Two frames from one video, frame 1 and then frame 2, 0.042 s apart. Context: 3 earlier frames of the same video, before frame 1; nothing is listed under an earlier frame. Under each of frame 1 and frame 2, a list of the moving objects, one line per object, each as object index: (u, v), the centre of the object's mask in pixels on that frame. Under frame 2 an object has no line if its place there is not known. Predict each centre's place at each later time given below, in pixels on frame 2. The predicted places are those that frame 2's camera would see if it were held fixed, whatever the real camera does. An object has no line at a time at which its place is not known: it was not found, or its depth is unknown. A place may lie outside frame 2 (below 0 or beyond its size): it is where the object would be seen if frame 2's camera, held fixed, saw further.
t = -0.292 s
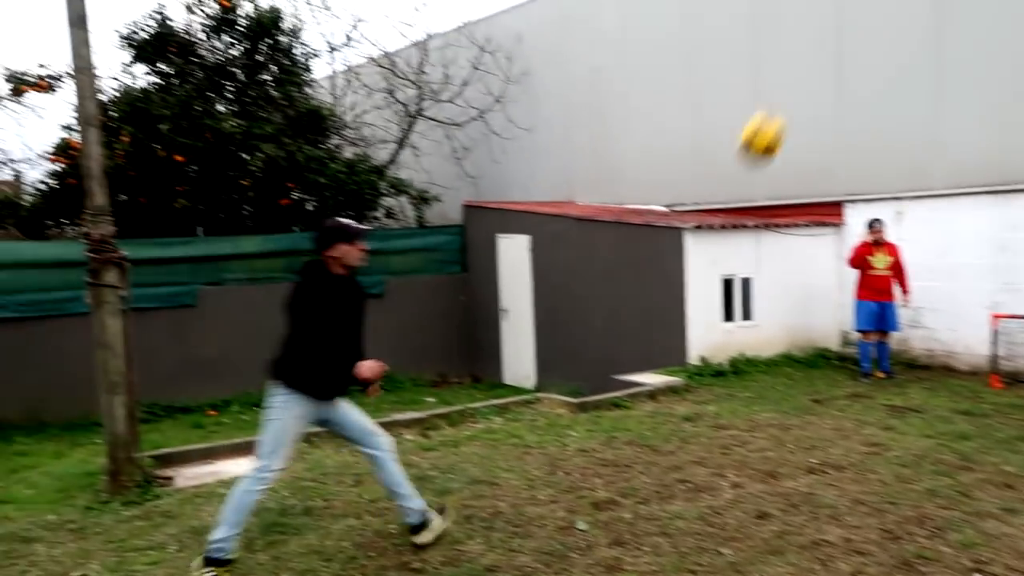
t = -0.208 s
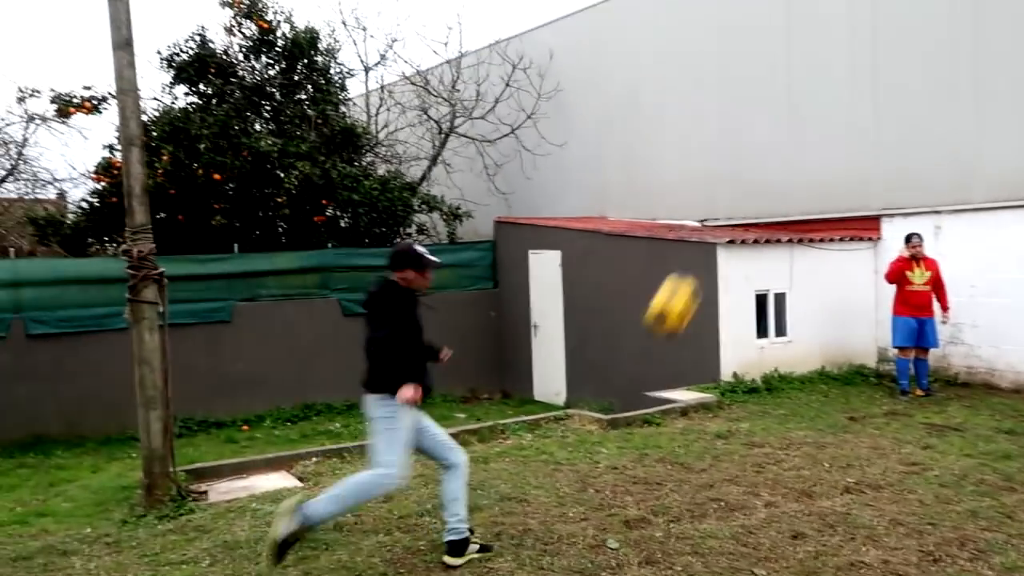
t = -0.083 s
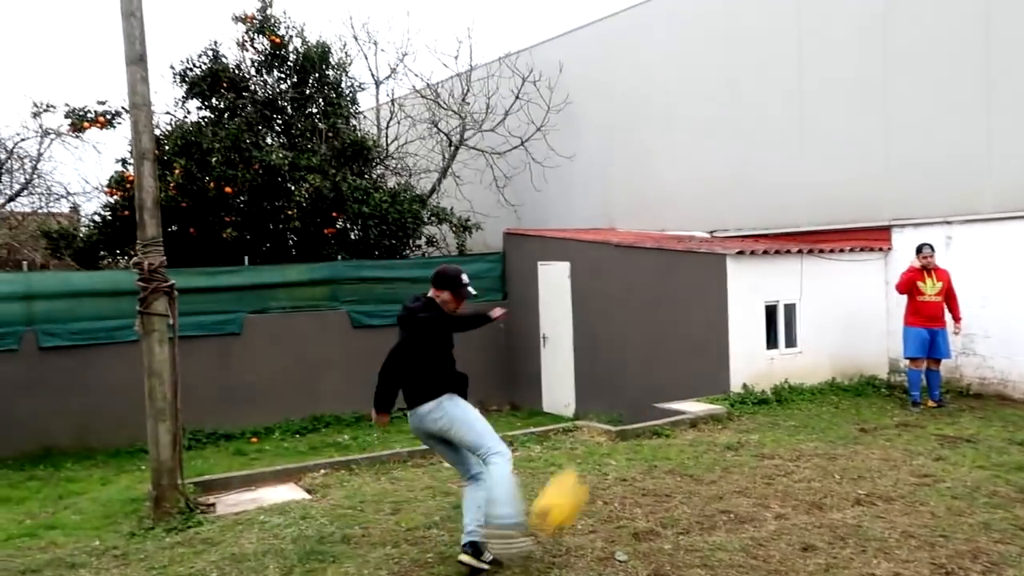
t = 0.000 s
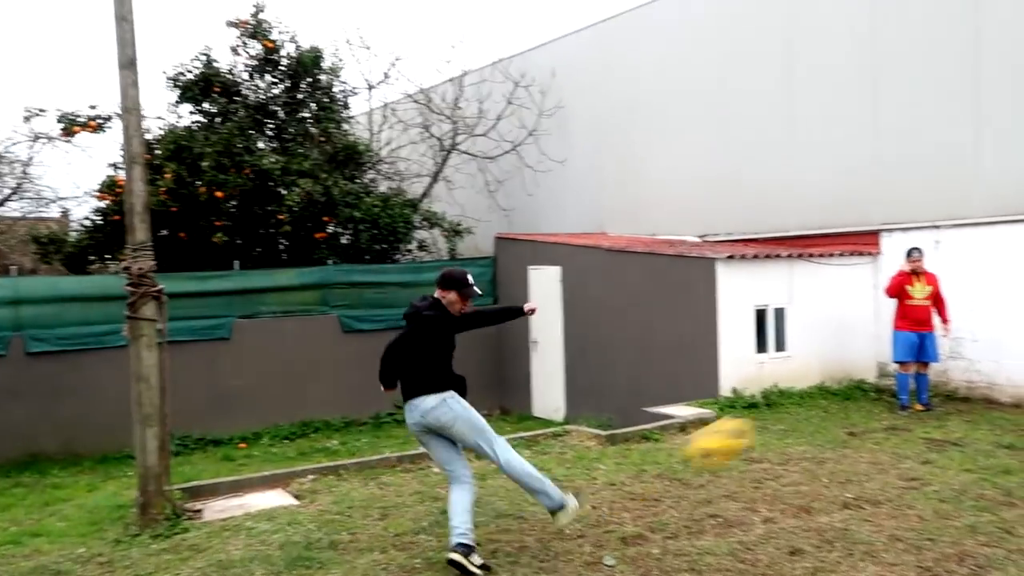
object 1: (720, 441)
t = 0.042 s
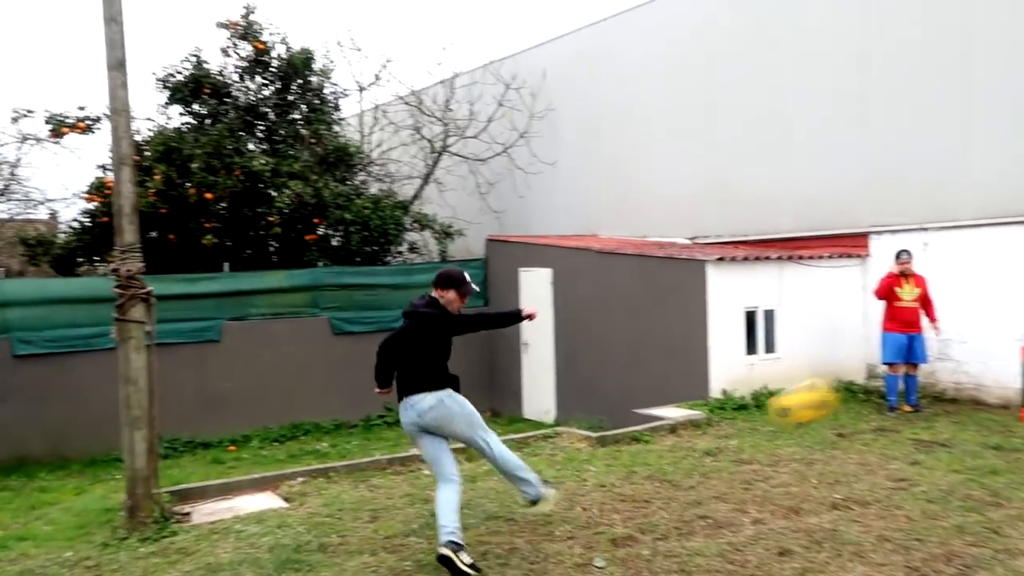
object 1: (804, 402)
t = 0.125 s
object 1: (985, 336)
